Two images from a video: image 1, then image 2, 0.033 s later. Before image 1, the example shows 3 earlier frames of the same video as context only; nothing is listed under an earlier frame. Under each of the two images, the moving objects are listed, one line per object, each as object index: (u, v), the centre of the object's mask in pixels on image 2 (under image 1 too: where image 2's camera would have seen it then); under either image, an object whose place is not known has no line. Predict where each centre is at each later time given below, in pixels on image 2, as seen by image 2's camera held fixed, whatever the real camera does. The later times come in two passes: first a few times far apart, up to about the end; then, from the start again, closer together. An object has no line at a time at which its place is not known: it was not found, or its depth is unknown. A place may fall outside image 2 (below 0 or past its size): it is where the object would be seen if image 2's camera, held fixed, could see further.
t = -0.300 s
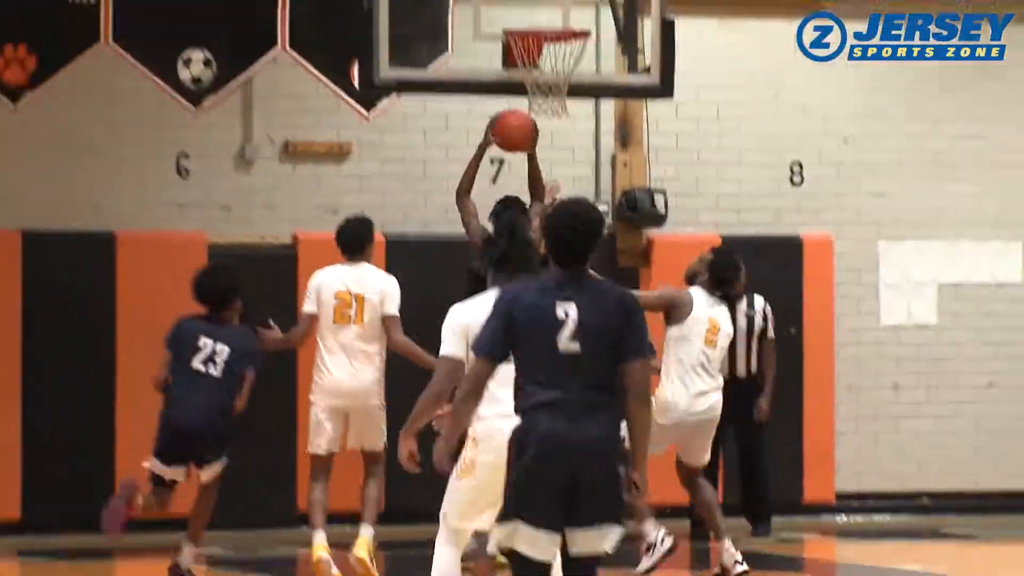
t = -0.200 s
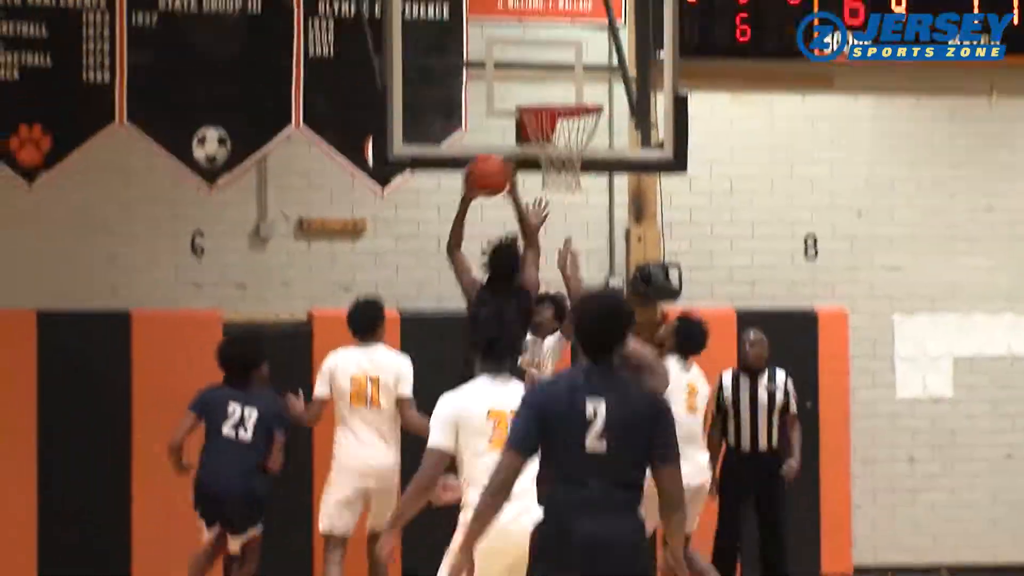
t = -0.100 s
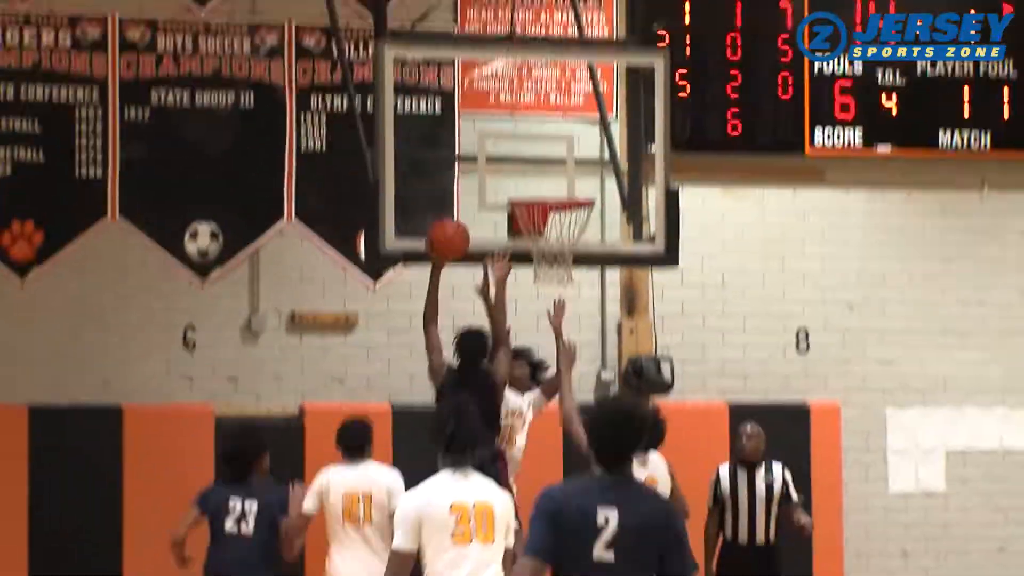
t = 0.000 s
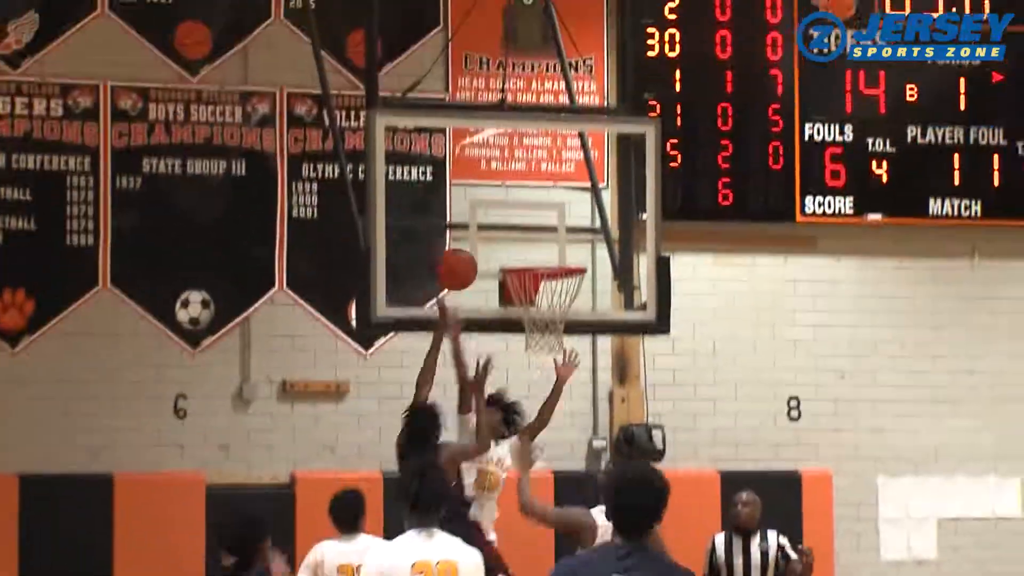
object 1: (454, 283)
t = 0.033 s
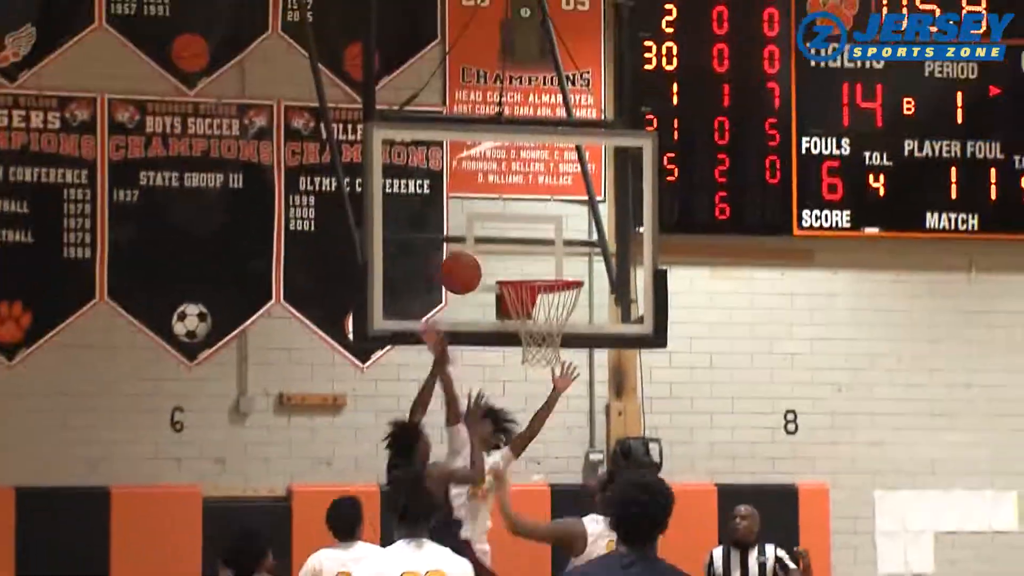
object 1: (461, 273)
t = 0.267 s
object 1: (522, 262)
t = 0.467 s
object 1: (531, 316)
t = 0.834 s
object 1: (482, 424)
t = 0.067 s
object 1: (468, 266)
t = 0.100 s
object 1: (475, 261)
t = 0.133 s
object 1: (482, 258)
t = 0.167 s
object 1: (489, 257)
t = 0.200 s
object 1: (498, 258)
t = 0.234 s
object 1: (510, 260)
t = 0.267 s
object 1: (522, 262)
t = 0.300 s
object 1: (533, 266)
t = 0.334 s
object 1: (545, 269)
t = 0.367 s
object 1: (557, 286)
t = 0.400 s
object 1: (553, 295)
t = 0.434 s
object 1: (540, 304)
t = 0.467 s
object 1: (531, 316)
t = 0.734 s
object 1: (493, 379)
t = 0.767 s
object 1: (489, 392)
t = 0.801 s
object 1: (486, 408)
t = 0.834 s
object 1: (482, 424)
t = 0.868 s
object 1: (479, 444)
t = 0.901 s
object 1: (475, 464)
